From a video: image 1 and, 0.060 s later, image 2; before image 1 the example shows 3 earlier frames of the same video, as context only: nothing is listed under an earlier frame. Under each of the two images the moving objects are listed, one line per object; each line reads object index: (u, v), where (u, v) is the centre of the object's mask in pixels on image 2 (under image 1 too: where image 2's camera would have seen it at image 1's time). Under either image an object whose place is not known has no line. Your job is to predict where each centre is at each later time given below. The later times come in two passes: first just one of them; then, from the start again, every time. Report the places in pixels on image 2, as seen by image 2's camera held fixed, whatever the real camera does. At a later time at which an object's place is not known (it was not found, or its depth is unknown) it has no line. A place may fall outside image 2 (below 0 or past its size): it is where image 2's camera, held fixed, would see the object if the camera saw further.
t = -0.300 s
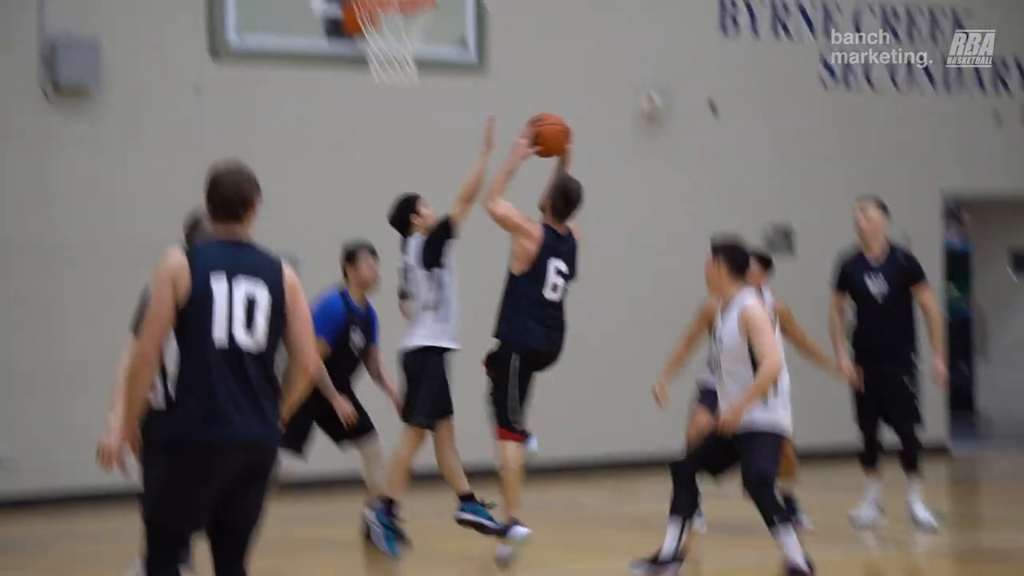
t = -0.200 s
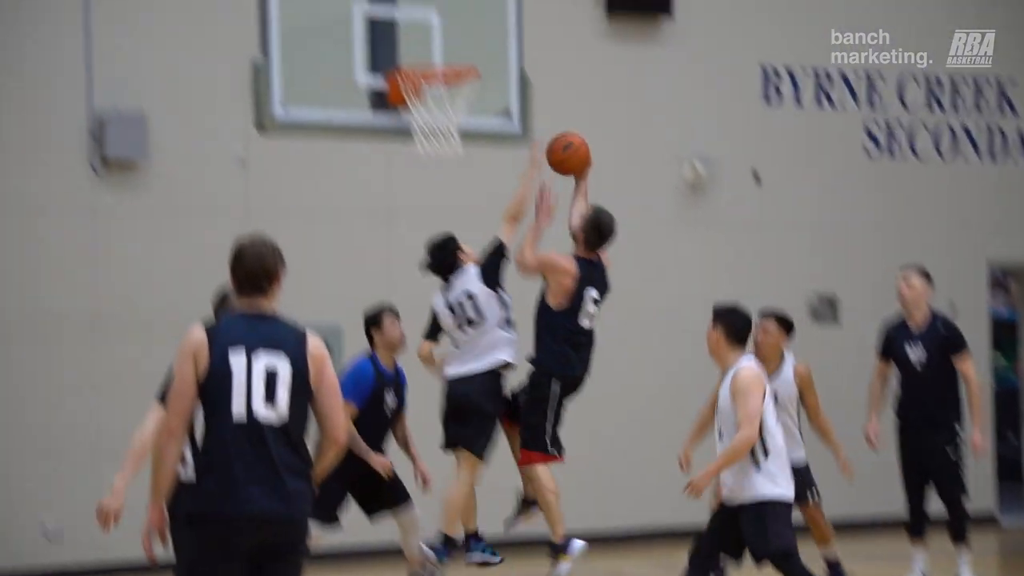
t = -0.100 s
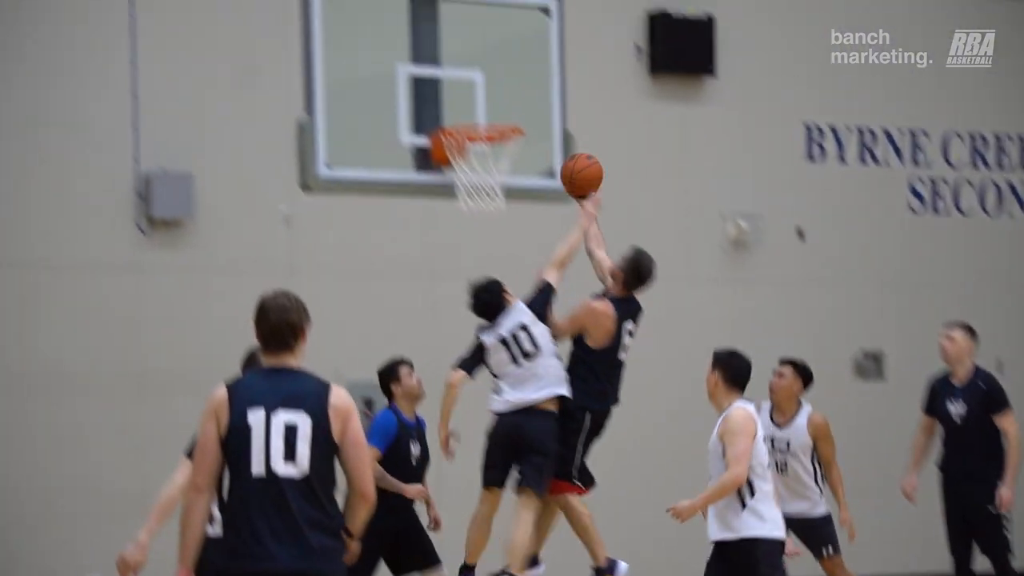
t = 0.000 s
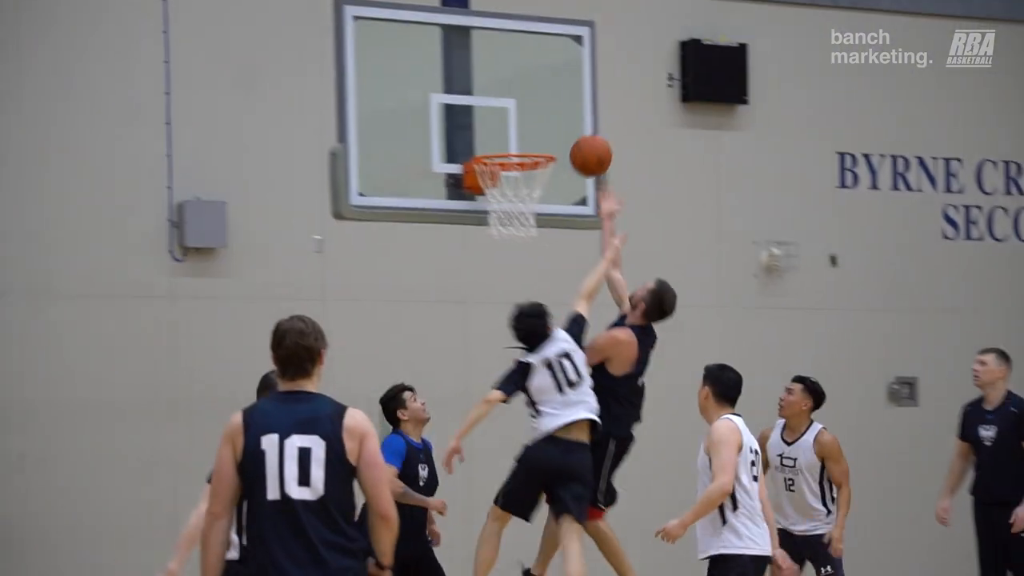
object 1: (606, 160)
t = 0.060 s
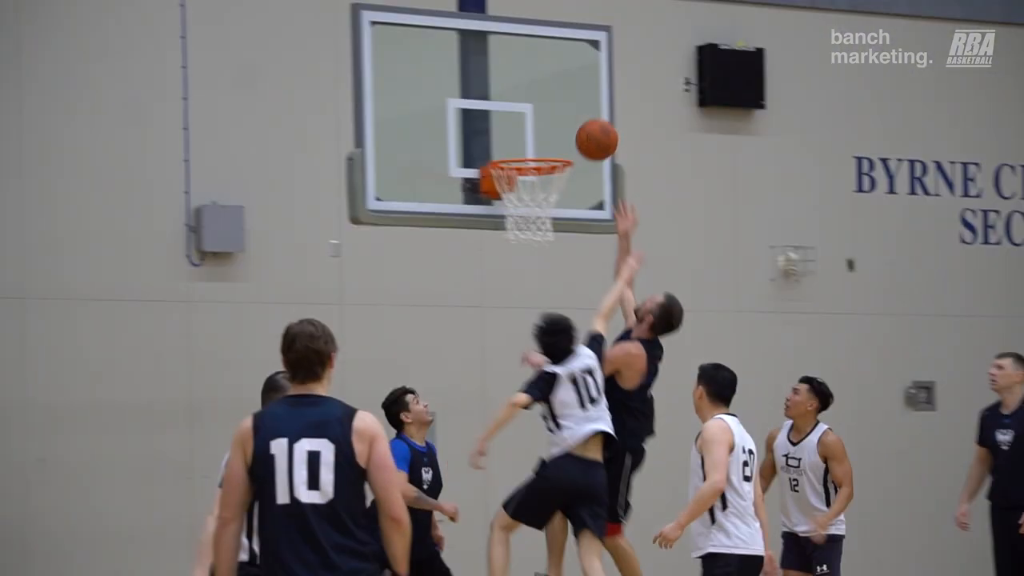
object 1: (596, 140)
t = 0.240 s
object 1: (567, 114)
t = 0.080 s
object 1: (593, 134)
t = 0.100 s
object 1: (590, 129)
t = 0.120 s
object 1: (586, 125)
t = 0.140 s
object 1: (583, 121)
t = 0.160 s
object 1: (580, 118)
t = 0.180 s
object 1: (577, 116)
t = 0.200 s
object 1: (573, 115)
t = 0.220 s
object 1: (570, 114)
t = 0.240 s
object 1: (567, 114)
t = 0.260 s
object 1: (563, 115)
